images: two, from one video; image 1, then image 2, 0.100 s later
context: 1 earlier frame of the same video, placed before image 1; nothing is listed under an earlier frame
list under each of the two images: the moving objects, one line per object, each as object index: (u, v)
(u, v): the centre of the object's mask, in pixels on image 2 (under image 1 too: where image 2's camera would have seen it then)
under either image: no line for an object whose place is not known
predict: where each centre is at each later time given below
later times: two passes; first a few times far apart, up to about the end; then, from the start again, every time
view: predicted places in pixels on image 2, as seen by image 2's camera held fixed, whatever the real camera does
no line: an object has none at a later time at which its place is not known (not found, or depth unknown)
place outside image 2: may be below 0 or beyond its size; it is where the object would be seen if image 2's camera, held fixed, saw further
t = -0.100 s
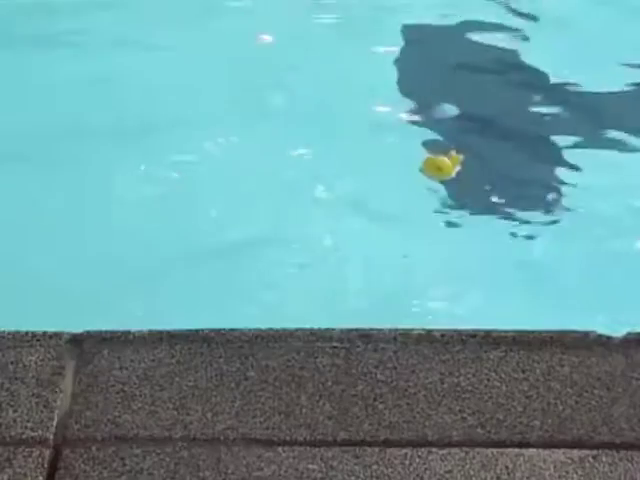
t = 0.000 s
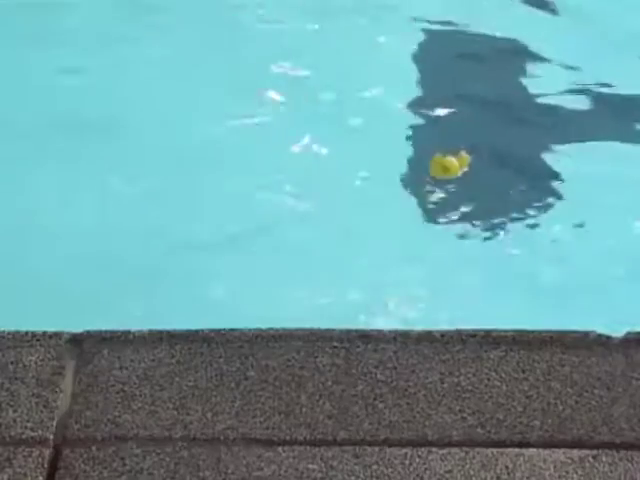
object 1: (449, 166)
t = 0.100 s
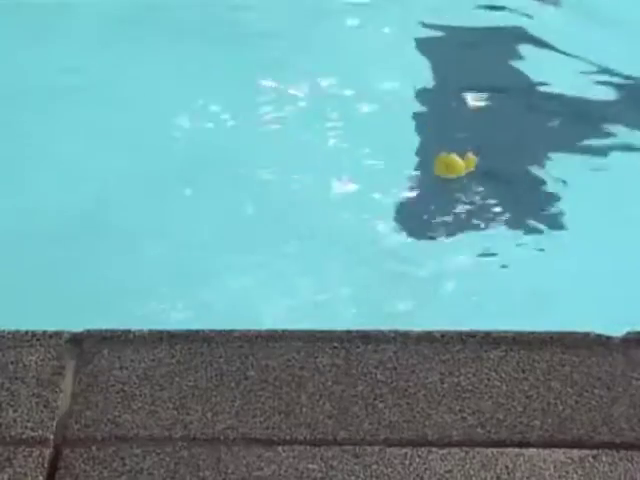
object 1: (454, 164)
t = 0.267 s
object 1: (458, 159)
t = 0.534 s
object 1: (460, 159)
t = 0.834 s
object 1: (467, 165)
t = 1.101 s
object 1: (470, 156)
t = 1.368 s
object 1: (478, 152)
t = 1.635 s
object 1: (487, 162)
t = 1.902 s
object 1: (483, 159)
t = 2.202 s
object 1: (499, 154)
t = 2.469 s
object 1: (497, 153)
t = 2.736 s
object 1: (499, 159)
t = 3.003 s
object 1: (511, 149)
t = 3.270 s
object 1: (515, 150)
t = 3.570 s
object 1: (515, 157)
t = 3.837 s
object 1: (523, 154)
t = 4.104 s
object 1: (525, 151)
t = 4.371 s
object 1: (526, 153)
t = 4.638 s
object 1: (527, 147)
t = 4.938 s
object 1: (530, 158)
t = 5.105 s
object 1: (534, 149)
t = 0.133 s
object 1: (455, 164)
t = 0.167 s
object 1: (456, 164)
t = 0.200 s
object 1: (457, 163)
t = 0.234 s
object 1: (457, 161)
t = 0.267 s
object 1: (458, 159)
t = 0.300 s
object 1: (458, 156)
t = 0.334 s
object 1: (459, 155)
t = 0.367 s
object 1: (459, 154)
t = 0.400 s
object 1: (459, 154)
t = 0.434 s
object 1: (458, 154)
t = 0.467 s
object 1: (456, 157)
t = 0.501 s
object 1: (459, 157)
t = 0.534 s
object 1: (460, 159)
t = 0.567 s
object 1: (460, 161)
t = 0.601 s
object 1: (460, 163)
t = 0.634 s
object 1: (461, 164)
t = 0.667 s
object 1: (463, 165)
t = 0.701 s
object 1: (465, 165)
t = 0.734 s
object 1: (466, 166)
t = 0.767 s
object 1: (467, 166)
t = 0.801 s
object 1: (467, 165)
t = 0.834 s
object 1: (467, 165)
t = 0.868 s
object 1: (469, 165)
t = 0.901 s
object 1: (468, 164)
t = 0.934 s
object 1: (468, 163)
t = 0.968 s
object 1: (468, 162)
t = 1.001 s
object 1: (469, 161)
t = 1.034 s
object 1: (469, 160)
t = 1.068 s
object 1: (469, 159)
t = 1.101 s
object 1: (470, 156)
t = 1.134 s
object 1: (472, 155)
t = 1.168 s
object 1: (472, 153)
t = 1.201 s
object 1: (473, 151)
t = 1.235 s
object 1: (474, 150)
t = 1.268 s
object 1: (475, 149)
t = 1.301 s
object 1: (476, 149)
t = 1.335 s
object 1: (477, 151)
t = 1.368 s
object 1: (478, 152)
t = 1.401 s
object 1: (479, 154)
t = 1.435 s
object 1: (480, 156)
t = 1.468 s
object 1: (481, 158)
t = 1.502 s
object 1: (482, 160)
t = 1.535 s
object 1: (483, 161)
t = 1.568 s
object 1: (485, 162)
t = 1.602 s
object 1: (486, 162)
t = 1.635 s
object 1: (487, 162)
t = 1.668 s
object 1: (486, 162)
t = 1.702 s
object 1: (487, 161)
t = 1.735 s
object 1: (486, 160)
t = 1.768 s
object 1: (486, 159)
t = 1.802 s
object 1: (485, 159)
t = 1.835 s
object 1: (485, 159)
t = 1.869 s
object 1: (484, 159)
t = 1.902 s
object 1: (483, 159)
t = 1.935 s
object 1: (484, 159)
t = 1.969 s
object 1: (485, 159)
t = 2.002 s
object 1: (487, 159)
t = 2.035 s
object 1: (489, 159)
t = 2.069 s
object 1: (491, 158)
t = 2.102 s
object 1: (494, 157)
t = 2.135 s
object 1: (495, 157)
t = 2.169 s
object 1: (497, 155)
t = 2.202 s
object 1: (499, 154)
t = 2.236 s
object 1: (499, 152)
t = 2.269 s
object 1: (498, 151)
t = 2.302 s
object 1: (497, 151)
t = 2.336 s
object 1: (498, 150)
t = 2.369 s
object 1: (497, 151)
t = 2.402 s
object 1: (497, 152)
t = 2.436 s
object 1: (496, 152)
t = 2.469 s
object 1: (497, 153)
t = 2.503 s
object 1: (497, 154)
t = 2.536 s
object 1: (498, 155)
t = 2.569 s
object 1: (498, 156)
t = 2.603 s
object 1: (498, 156)
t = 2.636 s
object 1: (498, 157)
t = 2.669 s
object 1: (499, 159)
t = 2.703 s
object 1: (499, 160)
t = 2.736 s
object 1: (499, 159)
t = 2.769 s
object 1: (500, 159)
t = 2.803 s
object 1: (500, 157)
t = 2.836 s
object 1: (502, 156)
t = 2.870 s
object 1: (503, 155)
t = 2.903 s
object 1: (506, 154)
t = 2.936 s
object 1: (507, 152)
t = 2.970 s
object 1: (509, 150)
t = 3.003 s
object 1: (511, 149)
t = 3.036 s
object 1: (513, 149)
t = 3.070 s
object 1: (515, 149)
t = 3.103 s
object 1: (516, 149)
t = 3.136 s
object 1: (517, 149)
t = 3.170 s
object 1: (517, 149)
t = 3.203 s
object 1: (517, 149)
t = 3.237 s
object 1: (517, 149)
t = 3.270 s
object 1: (515, 150)
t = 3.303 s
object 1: (515, 151)
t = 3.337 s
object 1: (514, 153)
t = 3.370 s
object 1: (513, 153)
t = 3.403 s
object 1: (513, 155)
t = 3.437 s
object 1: (513, 156)
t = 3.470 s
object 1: (513, 157)
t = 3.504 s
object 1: (514, 157)
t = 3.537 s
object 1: (514, 157)
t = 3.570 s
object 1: (515, 157)
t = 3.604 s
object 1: (516, 157)
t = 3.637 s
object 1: (517, 156)
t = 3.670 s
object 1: (517, 156)
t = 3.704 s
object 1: (518, 156)
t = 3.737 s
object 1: (520, 156)
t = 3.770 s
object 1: (521, 155)
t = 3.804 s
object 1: (522, 155)
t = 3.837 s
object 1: (523, 154)
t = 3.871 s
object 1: (523, 154)
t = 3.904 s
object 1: (525, 154)
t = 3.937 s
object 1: (525, 153)
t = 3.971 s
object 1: (526, 152)
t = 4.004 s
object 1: (526, 151)
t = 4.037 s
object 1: (526, 151)
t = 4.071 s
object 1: (525, 151)
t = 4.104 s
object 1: (525, 151)
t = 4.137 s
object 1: (524, 150)
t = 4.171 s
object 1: (524, 151)
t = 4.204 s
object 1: (524, 152)
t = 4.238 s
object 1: (523, 152)
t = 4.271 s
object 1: (524, 153)
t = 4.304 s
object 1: (524, 154)
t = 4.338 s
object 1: (526, 154)
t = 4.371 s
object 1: (526, 153)
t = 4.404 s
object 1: (527, 151)
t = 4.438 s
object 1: (528, 149)
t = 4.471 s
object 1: (527, 147)
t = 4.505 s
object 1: (527, 145)
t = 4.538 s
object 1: (527, 144)
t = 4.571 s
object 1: (527, 143)
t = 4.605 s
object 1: (527, 145)
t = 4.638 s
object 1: (527, 147)
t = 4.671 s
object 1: (527, 149)
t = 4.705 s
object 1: (528, 152)
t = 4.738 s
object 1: (527, 155)
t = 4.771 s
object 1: (528, 157)
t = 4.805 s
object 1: (528, 157)
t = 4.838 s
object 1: (529, 159)
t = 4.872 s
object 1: (529, 159)
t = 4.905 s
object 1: (530, 159)
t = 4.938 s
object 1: (530, 158)
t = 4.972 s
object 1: (531, 156)
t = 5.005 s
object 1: (532, 154)
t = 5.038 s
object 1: (533, 153)
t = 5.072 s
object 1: (533, 151)
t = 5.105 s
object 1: (534, 149)
